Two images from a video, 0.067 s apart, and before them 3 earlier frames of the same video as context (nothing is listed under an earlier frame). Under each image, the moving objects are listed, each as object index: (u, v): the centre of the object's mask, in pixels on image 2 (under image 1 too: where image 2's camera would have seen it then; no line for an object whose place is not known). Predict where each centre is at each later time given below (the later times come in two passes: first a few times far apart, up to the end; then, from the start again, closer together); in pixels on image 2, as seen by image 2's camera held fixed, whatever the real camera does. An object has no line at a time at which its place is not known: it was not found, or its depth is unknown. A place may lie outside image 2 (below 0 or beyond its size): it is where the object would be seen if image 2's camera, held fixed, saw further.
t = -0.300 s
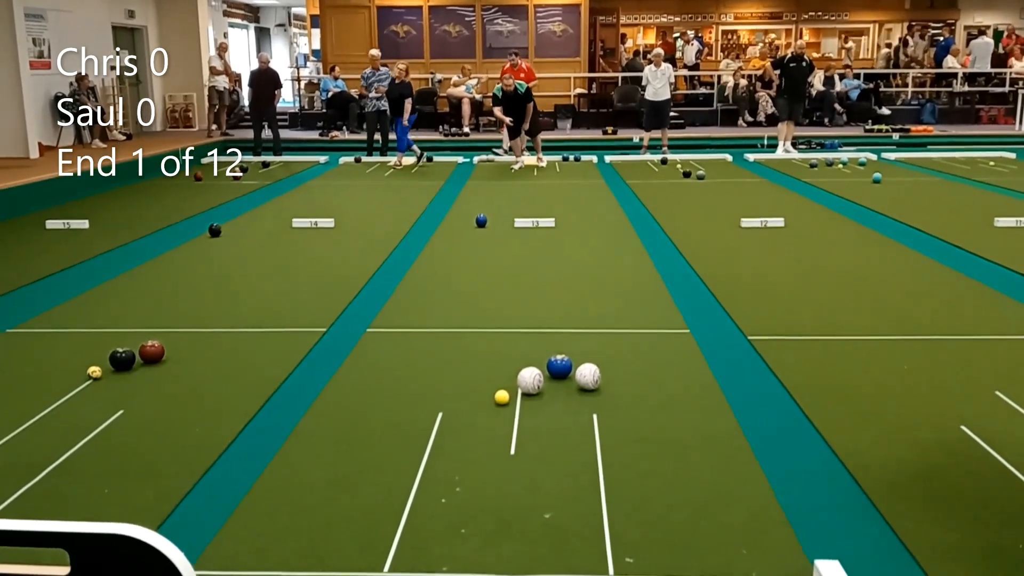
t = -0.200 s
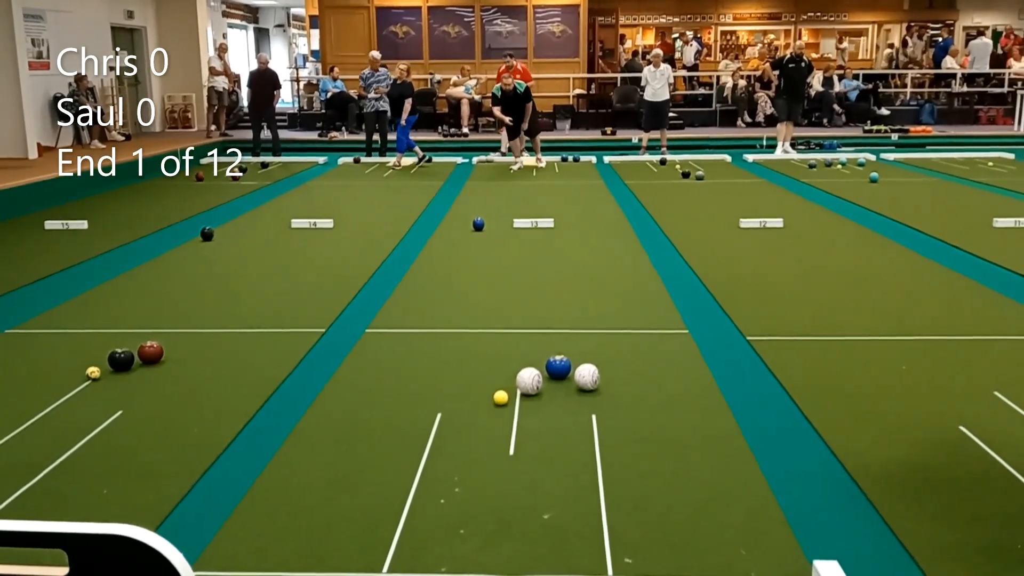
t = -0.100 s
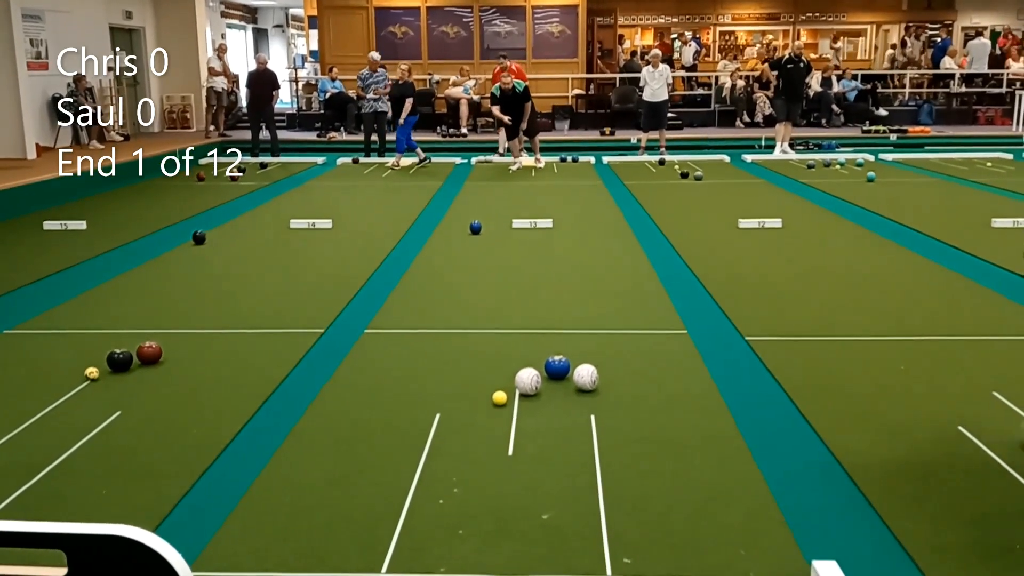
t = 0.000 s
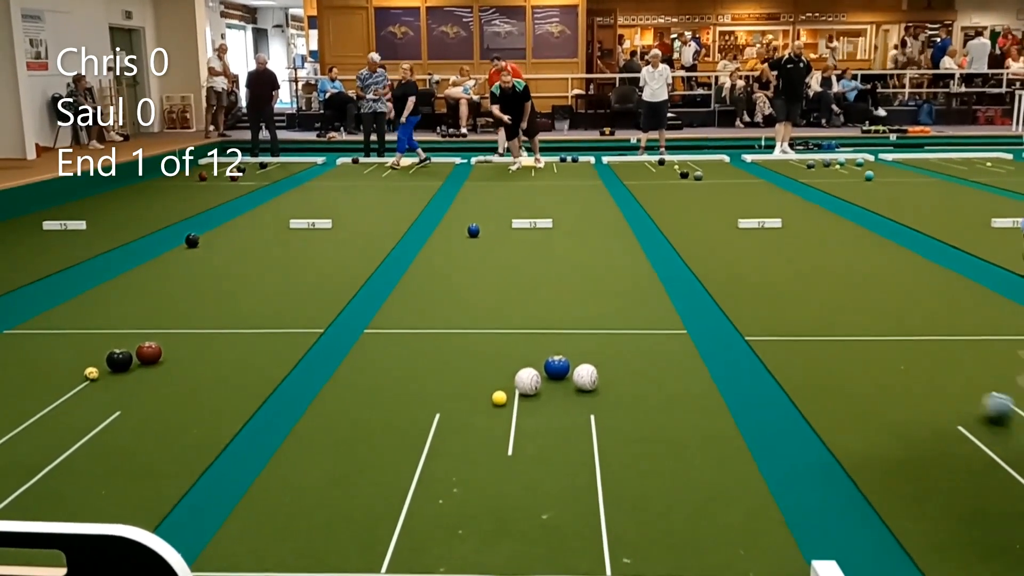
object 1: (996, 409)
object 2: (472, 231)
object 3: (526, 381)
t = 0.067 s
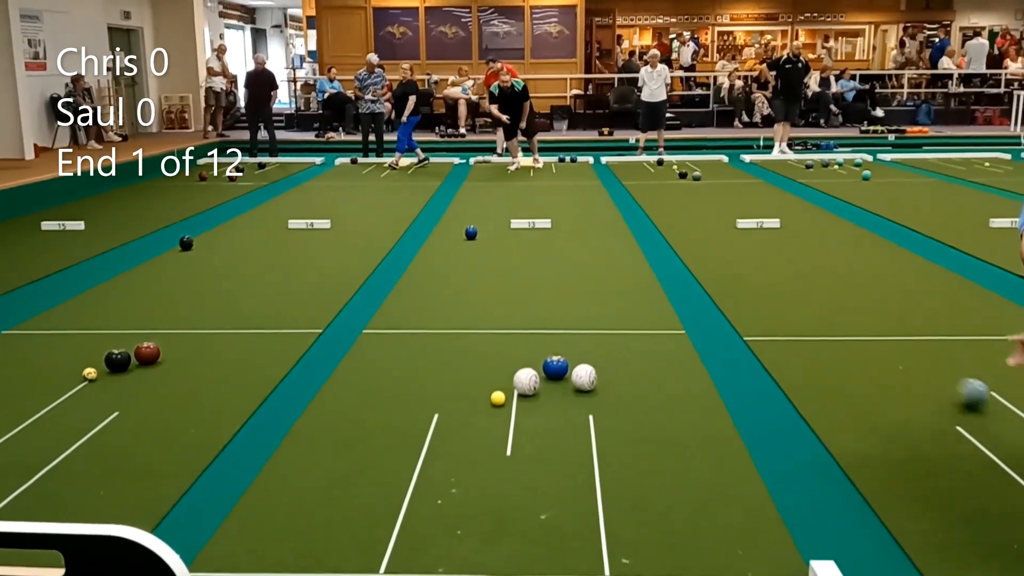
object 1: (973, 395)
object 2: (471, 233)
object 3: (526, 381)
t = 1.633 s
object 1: (739, 252)
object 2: (457, 287)
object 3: (527, 381)
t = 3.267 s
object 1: (682, 204)
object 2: (481, 349)
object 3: (526, 381)
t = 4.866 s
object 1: (671, 183)
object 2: (504, 379)
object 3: (552, 389)
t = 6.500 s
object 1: (672, 174)
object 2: (492, 381)
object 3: (545, 388)
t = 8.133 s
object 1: (666, 175)
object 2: (492, 381)
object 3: (545, 388)
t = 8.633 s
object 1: (666, 175)
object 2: (492, 381)
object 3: (545, 388)
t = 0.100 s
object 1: (962, 389)
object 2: (470, 234)
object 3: (526, 381)
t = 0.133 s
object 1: (952, 384)
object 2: (470, 235)
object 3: (526, 381)
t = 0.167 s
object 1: (943, 378)
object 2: (469, 236)
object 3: (526, 381)
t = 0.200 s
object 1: (934, 374)
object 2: (469, 237)
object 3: (526, 381)
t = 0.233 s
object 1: (926, 368)
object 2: (468, 238)
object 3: (526, 381)
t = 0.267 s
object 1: (917, 363)
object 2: (467, 239)
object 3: (526, 381)
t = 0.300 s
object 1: (910, 358)
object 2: (467, 240)
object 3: (526, 381)
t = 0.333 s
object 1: (902, 353)
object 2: (467, 241)
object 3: (526, 381)
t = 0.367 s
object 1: (895, 350)
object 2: (466, 242)
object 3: (526, 381)
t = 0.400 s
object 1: (888, 346)
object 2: (466, 243)
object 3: (526, 381)
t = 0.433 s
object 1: (881, 341)
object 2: (465, 244)
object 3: (526, 381)
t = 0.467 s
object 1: (874, 337)
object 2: (465, 246)
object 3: (526, 381)
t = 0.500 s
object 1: (868, 333)
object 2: (464, 246)
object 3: (526, 381)
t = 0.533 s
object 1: (862, 329)
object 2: (464, 248)
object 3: (526, 381)
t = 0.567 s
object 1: (856, 325)
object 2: (463, 249)
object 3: (526, 381)
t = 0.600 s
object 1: (850, 323)
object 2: (463, 250)
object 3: (526, 381)
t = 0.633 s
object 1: (845, 319)
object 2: (463, 251)
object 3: (526, 381)
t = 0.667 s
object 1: (839, 316)
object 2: (462, 252)
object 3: (526, 381)
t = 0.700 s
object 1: (834, 313)
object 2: (462, 253)
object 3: (526, 381)
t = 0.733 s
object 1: (830, 309)
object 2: (461, 254)
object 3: (526, 381)
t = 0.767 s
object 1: (825, 307)
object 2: (461, 255)
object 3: (526, 381)
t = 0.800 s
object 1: (820, 304)
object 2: (461, 256)
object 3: (526, 381)
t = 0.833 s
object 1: (815, 301)
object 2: (461, 258)
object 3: (526, 381)
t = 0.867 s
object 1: (811, 298)
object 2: (460, 259)
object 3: (526, 381)
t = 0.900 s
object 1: (807, 295)
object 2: (460, 260)
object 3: (526, 381)
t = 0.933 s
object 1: (803, 293)
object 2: (460, 261)
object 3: (526, 381)
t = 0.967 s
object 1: (799, 290)
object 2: (460, 262)
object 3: (526, 381)
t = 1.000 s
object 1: (795, 288)
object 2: (459, 263)
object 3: (526, 381)
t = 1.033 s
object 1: (791, 285)
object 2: (459, 264)
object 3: (526, 381)
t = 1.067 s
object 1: (788, 283)
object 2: (459, 266)
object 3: (526, 381)
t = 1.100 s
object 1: (784, 281)
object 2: (459, 267)
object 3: (526, 381)
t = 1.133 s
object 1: (781, 279)
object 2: (459, 268)
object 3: (526, 381)
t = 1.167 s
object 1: (777, 277)
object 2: (458, 270)
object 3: (527, 381)
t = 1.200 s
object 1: (774, 274)
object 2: (458, 271)
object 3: (527, 380)
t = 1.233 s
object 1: (771, 272)
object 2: (458, 272)
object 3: (527, 381)
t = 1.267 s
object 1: (768, 271)
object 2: (458, 273)
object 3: (527, 381)
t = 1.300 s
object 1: (765, 269)
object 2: (458, 274)
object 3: (527, 381)
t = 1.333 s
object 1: (762, 267)
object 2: (458, 276)
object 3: (527, 381)
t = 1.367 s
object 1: (759, 265)
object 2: (458, 277)
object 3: (527, 381)
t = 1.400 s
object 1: (756, 263)
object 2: (458, 278)
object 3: (527, 381)
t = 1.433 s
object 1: (754, 261)
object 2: (458, 279)
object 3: (527, 381)
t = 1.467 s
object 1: (751, 260)
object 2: (458, 281)
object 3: (527, 381)
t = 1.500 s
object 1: (749, 258)
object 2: (457, 282)
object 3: (527, 381)
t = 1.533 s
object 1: (747, 256)
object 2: (457, 283)
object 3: (527, 381)
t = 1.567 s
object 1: (744, 255)
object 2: (457, 284)
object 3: (527, 381)
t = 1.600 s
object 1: (742, 253)
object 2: (458, 285)
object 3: (527, 381)
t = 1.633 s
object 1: (739, 252)
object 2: (457, 287)
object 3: (527, 381)
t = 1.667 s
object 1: (737, 250)
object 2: (458, 288)
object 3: (527, 381)
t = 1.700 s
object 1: (735, 249)
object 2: (458, 289)
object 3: (527, 381)
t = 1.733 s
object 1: (734, 247)
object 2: (458, 291)
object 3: (527, 381)
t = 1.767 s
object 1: (731, 246)
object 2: (458, 292)
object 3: (527, 381)
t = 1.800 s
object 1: (729, 245)
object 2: (458, 293)
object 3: (527, 381)
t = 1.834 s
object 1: (728, 243)
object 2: (458, 294)
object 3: (527, 381)
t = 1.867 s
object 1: (725, 242)
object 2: (458, 296)
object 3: (527, 381)
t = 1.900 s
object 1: (724, 241)
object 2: (458, 297)
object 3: (527, 381)
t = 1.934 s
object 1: (722, 239)
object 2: (459, 298)
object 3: (527, 381)
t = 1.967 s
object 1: (721, 238)
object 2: (459, 300)
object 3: (527, 381)
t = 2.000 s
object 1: (719, 237)
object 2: (459, 301)
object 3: (527, 381)
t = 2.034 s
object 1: (717, 236)
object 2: (459, 302)
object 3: (527, 381)
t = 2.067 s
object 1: (716, 234)
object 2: (460, 304)
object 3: (527, 381)
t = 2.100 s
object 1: (714, 233)
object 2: (460, 305)
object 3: (526, 381)
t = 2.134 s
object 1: (713, 232)
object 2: (460, 306)
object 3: (526, 381)
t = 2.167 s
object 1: (711, 231)
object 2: (461, 307)
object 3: (527, 381)
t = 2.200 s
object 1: (710, 230)
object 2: (461, 309)
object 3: (526, 381)
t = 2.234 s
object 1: (708, 229)
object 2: (461, 310)
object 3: (526, 381)
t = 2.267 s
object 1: (707, 228)
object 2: (461, 311)
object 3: (526, 381)
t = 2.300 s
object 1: (706, 227)
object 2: (462, 312)
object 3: (526, 381)
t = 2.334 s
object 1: (705, 226)
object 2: (462, 314)
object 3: (526, 381)
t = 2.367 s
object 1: (704, 225)
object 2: (463, 315)
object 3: (527, 381)
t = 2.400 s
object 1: (702, 224)
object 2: (463, 317)
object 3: (527, 381)
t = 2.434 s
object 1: (701, 223)
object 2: (464, 318)
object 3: (527, 381)
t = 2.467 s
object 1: (700, 222)
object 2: (464, 319)
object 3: (527, 381)
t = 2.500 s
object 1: (699, 221)
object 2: (465, 320)
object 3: (526, 381)
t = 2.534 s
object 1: (698, 220)
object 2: (465, 321)
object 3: (526, 381)
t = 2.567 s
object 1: (696, 219)
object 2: (466, 323)
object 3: (526, 381)
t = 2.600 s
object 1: (695, 218)
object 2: (466, 324)
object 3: (526, 381)
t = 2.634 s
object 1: (695, 217)
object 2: (467, 325)
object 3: (526, 382)
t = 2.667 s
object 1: (694, 217)
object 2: (467, 327)
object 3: (526, 381)
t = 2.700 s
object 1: (693, 216)
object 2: (468, 328)
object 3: (526, 381)
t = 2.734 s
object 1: (692, 215)
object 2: (469, 329)
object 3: (526, 381)
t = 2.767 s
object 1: (691, 214)
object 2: (469, 330)
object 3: (526, 381)
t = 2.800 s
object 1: (690, 213)
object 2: (470, 332)
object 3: (526, 381)
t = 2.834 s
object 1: (689, 213)
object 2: (471, 333)
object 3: (526, 381)
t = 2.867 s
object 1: (689, 212)
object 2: (471, 334)
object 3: (526, 381)
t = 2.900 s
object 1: (688, 211)
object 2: (472, 335)
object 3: (526, 381)
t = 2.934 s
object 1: (687, 211)
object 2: (473, 337)
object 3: (526, 381)
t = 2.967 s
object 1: (687, 210)
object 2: (473, 338)
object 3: (526, 381)
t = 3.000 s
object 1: (686, 209)
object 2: (474, 339)
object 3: (526, 381)
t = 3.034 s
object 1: (685, 208)
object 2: (475, 340)
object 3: (526, 381)
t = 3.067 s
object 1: (685, 208)
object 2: (476, 342)
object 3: (526, 381)
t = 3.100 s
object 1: (684, 207)
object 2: (477, 343)
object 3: (526, 381)
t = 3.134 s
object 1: (684, 206)
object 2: (478, 344)
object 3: (526, 381)
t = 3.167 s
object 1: (683, 206)
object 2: (478, 345)
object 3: (526, 381)
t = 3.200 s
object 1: (683, 205)
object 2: (479, 347)
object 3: (526, 381)
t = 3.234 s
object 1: (682, 204)
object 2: (480, 348)
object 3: (526, 381)
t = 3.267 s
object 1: (682, 204)
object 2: (481, 349)
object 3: (526, 381)
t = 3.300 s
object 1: (681, 203)
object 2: (482, 350)
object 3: (526, 381)
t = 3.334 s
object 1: (681, 203)
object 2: (483, 352)
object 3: (526, 381)
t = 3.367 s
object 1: (680, 202)
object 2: (484, 353)
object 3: (526, 381)
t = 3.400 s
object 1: (680, 201)
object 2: (485, 354)
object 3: (526, 381)
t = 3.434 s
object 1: (679, 201)
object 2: (486, 355)
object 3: (526, 381)
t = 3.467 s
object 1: (679, 200)
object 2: (487, 356)
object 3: (526, 381)
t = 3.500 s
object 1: (678, 200)
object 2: (488, 357)
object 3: (526, 381)
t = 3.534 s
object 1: (678, 199)
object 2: (489, 359)
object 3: (526, 381)
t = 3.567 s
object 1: (677, 199)
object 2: (490, 360)
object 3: (526, 381)
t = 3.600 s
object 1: (677, 198)
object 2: (491, 361)
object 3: (526, 381)
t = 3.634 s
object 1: (677, 198)
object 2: (492, 362)
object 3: (526, 382)
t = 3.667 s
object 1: (677, 197)
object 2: (493, 363)
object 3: (526, 382)
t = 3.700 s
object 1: (676, 197)
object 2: (494, 364)
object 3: (526, 382)
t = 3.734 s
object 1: (676, 196)
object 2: (495, 365)
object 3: (526, 381)
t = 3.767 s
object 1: (676, 196)
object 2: (496, 366)
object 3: (526, 381)
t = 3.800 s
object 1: (675, 195)
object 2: (497, 367)
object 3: (526, 381)
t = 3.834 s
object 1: (675, 195)
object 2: (498, 368)
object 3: (526, 381)
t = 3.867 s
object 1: (675, 194)
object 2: (500, 369)
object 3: (526, 382)
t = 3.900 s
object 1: (674, 194)
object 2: (501, 370)
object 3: (526, 382)
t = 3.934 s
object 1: (674, 193)
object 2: (502, 371)
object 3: (526, 381)
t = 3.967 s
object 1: (674, 193)
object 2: (503, 371)
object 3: (526, 381)
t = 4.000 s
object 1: (674, 192)
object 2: (504, 372)
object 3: (526, 382)
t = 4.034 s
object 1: (674, 192)
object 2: (504, 373)
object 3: (526, 382)
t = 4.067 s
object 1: (674, 192)
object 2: (505, 374)
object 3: (526, 382)
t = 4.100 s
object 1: (673, 191)
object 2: (506, 374)
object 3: (526, 382)
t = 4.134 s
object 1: (673, 191)
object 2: (506, 375)
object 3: (527, 382)
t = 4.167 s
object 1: (673, 190)
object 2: (507, 376)
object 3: (528, 382)
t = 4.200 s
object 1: (673, 190)
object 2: (507, 376)
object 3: (529, 382)
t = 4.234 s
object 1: (673, 190)
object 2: (507, 376)
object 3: (530, 383)
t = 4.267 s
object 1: (673, 189)
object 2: (507, 377)
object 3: (531, 383)
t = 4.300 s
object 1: (673, 189)
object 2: (507, 377)
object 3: (532, 384)
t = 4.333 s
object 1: (672, 189)
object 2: (507, 377)
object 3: (533, 384)
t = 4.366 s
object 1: (672, 188)
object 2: (507, 378)
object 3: (535, 384)
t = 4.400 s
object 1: (672, 188)
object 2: (507, 378)
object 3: (536, 385)
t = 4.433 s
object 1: (672, 187)
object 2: (507, 378)
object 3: (538, 386)
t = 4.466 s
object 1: (672, 187)
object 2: (507, 378)
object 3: (539, 386)
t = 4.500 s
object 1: (672, 187)
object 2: (507, 378)
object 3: (541, 387)
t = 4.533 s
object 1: (672, 186)
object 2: (507, 378)
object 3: (543, 388)
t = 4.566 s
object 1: (672, 186)
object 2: (507, 378)
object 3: (545, 388)
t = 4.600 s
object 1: (672, 186)
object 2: (507, 378)
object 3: (546, 389)
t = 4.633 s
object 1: (672, 185)
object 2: (506, 379)
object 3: (548, 389)
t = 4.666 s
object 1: (671, 185)
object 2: (506, 379)
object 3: (549, 389)
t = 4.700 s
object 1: (672, 185)
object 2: (506, 379)
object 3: (550, 389)
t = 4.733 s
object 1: (671, 184)
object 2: (506, 379)
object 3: (551, 389)
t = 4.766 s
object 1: (671, 184)
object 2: (505, 379)
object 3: (551, 389)
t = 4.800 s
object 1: (671, 184)
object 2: (505, 379)
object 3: (552, 389)
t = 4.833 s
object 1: (671, 184)
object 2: (504, 379)
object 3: (552, 389)
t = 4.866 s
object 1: (671, 183)
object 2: (504, 379)
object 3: (552, 389)
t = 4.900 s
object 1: (671, 183)
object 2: (503, 379)
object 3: (552, 389)
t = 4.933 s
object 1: (671, 183)
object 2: (503, 379)
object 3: (552, 389)
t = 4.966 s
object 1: (671, 182)
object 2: (502, 379)
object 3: (551, 389)
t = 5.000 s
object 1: (671, 182)
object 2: (502, 379)
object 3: (551, 389)
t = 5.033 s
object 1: (671, 182)
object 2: (501, 379)
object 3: (550, 389)
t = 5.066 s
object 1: (671, 181)
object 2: (501, 379)
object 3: (549, 389)
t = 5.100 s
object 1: (671, 181)
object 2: (500, 379)
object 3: (548, 389)
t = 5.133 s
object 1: (671, 181)
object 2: (499, 379)
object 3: (547, 389)
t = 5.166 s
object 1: (671, 181)
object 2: (498, 380)
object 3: (546, 388)
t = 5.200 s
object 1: (671, 180)
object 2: (497, 380)
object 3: (544, 388)
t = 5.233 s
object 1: (671, 180)
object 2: (495, 381)
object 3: (543, 388)
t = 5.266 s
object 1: (671, 180)
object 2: (494, 381)
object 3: (542, 387)
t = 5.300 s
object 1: (672, 180)
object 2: (492, 381)
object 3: (541, 387)
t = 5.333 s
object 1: (672, 179)
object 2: (491, 381)
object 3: (540, 386)
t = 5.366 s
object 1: (672, 179)
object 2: (489, 382)
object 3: (539, 386)
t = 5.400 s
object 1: (672, 179)
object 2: (488, 382)
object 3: (539, 386)
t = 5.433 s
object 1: (672, 179)
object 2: (487, 382)
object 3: (539, 386)
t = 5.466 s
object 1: (672, 179)
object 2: (486, 382)
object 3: (540, 386)
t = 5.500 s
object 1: (672, 178)
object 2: (486, 382)
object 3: (540, 387)
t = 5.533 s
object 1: (672, 178)
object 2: (486, 382)
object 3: (541, 387)
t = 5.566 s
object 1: (673, 178)
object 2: (486, 382)
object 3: (541, 387)
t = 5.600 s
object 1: (673, 178)
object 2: (486, 382)
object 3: (542, 387)
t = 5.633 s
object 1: (673, 178)
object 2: (487, 382)
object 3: (543, 388)
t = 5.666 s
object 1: (673, 177)
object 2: (487, 382)
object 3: (544, 388)
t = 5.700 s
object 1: (673, 177)
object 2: (488, 382)
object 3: (545, 388)
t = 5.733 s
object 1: (674, 177)
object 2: (489, 382)
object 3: (546, 388)
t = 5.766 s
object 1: (674, 176)
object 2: (490, 382)
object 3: (546, 389)
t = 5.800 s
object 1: (674, 176)
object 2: (491, 381)
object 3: (547, 388)
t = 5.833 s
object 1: (675, 176)
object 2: (492, 381)
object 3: (547, 389)
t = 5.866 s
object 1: (675, 176)
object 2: (493, 381)
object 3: (547, 389)
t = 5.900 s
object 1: (675, 176)
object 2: (494, 381)
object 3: (547, 389)
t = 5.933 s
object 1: (675, 176)
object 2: (494, 381)
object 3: (547, 389)
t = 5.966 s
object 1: (676, 175)
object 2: (494, 381)
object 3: (546, 388)
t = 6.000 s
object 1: (676, 175)
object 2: (494, 381)
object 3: (546, 388)
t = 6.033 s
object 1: (675, 175)
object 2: (493, 381)
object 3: (545, 388)
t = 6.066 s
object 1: (675, 175)
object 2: (493, 381)
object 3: (545, 388)
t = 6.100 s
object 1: (674, 175)
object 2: (493, 381)
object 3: (544, 388)
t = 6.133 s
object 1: (674, 175)
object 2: (492, 382)
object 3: (544, 388)
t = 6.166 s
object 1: (674, 175)
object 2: (491, 382)
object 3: (544, 388)
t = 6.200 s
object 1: (674, 175)
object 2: (491, 382)
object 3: (544, 388)
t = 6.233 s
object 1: (674, 175)
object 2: (491, 382)
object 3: (544, 388)
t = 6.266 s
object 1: (674, 175)
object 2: (490, 382)
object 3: (544, 388)
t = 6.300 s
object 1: (674, 175)
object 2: (490, 381)
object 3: (544, 388)
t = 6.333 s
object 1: (674, 175)
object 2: (491, 381)
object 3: (544, 388)
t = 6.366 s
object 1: (673, 175)
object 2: (491, 382)
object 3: (544, 388)
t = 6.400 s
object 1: (673, 174)
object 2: (491, 381)
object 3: (544, 388)
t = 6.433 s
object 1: (673, 174)
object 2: (491, 382)
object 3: (545, 388)
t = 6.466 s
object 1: (673, 174)
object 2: (492, 381)
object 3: (545, 388)
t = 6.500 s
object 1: (672, 174)
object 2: (492, 381)
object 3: (545, 388)
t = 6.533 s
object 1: (670, 174)
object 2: (492, 381)
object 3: (545, 388)
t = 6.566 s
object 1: (670, 174)
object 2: (492, 381)
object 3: (545, 388)
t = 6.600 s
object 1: (669, 174)
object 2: (492, 381)
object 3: (545, 388)
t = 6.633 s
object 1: (669, 174)
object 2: (492, 382)
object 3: (545, 388)
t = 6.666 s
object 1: (668, 174)
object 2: (492, 381)
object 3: (545, 388)
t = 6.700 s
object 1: (668, 174)
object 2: (492, 382)
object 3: (545, 388)
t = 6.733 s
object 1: (668, 174)
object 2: (492, 381)
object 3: (545, 388)
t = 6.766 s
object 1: (667, 174)
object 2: (492, 382)
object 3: (545, 388)
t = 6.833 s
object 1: (667, 174)
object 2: (492, 382)
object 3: (545, 388)
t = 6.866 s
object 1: (666, 174)
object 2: (492, 382)
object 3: (545, 388)
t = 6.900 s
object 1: (666, 174)
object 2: (492, 382)
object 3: (545, 388)
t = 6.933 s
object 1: (665, 174)
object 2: (492, 381)
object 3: (545, 388)
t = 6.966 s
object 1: (665, 174)
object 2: (492, 382)
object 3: (545, 388)
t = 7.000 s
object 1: (665, 174)
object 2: (492, 381)
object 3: (545, 388)
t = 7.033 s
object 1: (664, 174)
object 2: (492, 381)
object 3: (545, 388)
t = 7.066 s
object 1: (664, 175)
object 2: (492, 381)
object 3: (545, 388)
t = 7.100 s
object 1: (664, 175)
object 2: (492, 381)
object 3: (545, 388)
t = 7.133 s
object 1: (664, 175)
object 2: (492, 381)
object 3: (545, 388)
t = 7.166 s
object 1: (664, 175)
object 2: (492, 381)
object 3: (545, 388)
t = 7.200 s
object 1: (664, 175)
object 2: (492, 381)
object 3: (545, 388)
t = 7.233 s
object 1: (664, 175)
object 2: (492, 381)
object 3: (545, 388)
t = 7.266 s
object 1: (664, 175)
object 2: (492, 381)
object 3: (545, 388)
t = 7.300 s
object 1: (665, 175)
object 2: (492, 381)
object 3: (545, 388)
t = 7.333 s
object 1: (665, 175)
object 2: (492, 381)
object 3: (545, 388)
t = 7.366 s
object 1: (665, 175)
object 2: (492, 381)
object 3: (545, 388)
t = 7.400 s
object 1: (665, 175)
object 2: (492, 381)
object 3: (545, 388)
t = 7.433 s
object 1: (666, 175)
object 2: (492, 381)
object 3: (545, 388)
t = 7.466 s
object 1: (666, 175)
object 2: (492, 381)
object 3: (545, 388)
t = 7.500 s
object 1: (666, 175)
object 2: (492, 382)
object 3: (545, 388)
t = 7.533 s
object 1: (666, 175)
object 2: (492, 381)
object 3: (545, 388)
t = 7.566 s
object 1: (666, 175)
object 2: (492, 381)
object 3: (545, 388)
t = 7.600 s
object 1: (666, 175)
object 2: (492, 382)
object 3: (545, 388)
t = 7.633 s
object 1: (666, 175)
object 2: (492, 381)
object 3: (545, 388)
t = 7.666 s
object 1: (666, 175)
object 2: (492, 381)
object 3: (545, 388)
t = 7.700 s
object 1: (666, 175)
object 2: (492, 381)
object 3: (545, 388)
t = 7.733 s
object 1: (666, 175)
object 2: (492, 381)
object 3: (545, 388)
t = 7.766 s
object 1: (666, 175)
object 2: (492, 381)
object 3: (545, 388)
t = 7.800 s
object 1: (666, 175)
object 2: (492, 381)
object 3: (545, 388)
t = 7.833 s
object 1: (666, 175)
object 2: (492, 381)
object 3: (545, 388)
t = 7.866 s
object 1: (666, 175)
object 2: (492, 381)
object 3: (545, 388)
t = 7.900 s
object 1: (666, 175)
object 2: (492, 381)
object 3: (545, 388)
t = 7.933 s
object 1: (666, 175)
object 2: (492, 381)
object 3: (545, 388)
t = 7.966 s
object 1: (666, 175)
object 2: (492, 381)
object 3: (545, 388)
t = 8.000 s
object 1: (666, 175)
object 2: (492, 381)
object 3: (545, 388)
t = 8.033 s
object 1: (666, 175)
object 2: (492, 381)
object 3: (545, 388)
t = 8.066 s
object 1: (666, 175)
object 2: (492, 382)
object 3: (545, 388)
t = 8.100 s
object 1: (666, 175)
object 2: (492, 381)
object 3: (545, 388)
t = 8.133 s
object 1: (666, 175)
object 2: (492, 381)
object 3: (545, 388)
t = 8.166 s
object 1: (666, 175)
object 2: (492, 382)
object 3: (545, 388)
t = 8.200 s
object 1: (666, 175)
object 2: (492, 381)
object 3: (545, 388)
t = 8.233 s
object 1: (666, 175)
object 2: (492, 381)
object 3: (545, 388)
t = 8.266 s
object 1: (666, 175)
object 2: (492, 381)
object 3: (545, 388)
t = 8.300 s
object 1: (666, 175)
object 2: (492, 381)
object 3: (545, 388)
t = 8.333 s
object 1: (666, 175)
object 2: (492, 381)
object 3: (545, 388)
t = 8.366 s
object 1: (666, 175)
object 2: (492, 381)
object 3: (545, 388)
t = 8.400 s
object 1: (666, 175)
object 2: (492, 381)
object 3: (545, 388)
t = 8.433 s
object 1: (666, 175)
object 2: (492, 381)
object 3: (545, 388)
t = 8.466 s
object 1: (666, 175)
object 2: (492, 381)
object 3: (545, 388)
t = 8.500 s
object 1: (666, 175)
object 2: (492, 381)
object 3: (545, 388)
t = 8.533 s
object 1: (666, 175)
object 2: (492, 381)
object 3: (545, 388)
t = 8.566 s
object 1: (666, 175)
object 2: (492, 381)
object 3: (545, 388)
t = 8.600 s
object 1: (666, 175)
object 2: (492, 381)
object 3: (545, 388)
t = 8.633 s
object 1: (666, 175)
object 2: (492, 381)
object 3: (545, 388)
